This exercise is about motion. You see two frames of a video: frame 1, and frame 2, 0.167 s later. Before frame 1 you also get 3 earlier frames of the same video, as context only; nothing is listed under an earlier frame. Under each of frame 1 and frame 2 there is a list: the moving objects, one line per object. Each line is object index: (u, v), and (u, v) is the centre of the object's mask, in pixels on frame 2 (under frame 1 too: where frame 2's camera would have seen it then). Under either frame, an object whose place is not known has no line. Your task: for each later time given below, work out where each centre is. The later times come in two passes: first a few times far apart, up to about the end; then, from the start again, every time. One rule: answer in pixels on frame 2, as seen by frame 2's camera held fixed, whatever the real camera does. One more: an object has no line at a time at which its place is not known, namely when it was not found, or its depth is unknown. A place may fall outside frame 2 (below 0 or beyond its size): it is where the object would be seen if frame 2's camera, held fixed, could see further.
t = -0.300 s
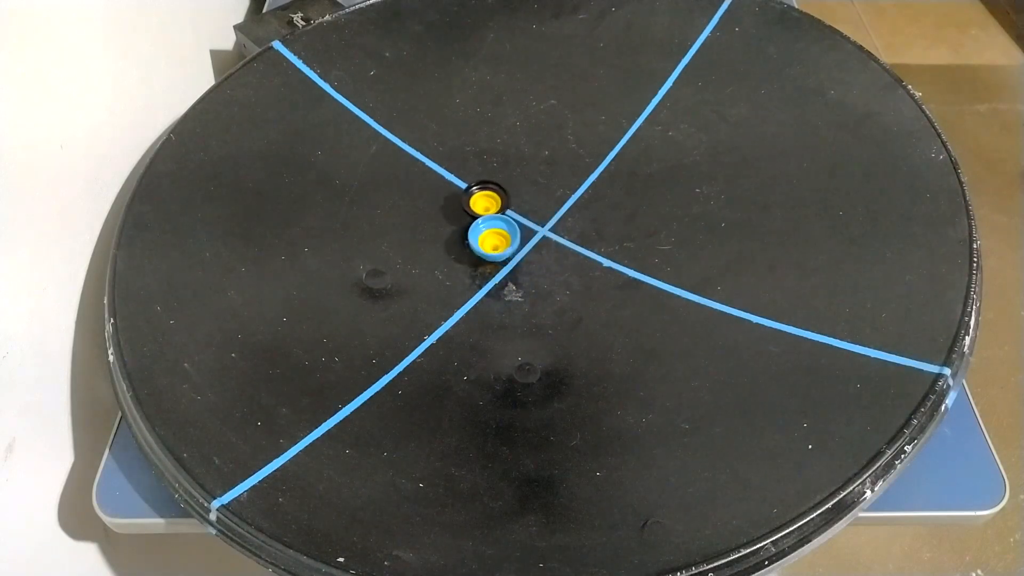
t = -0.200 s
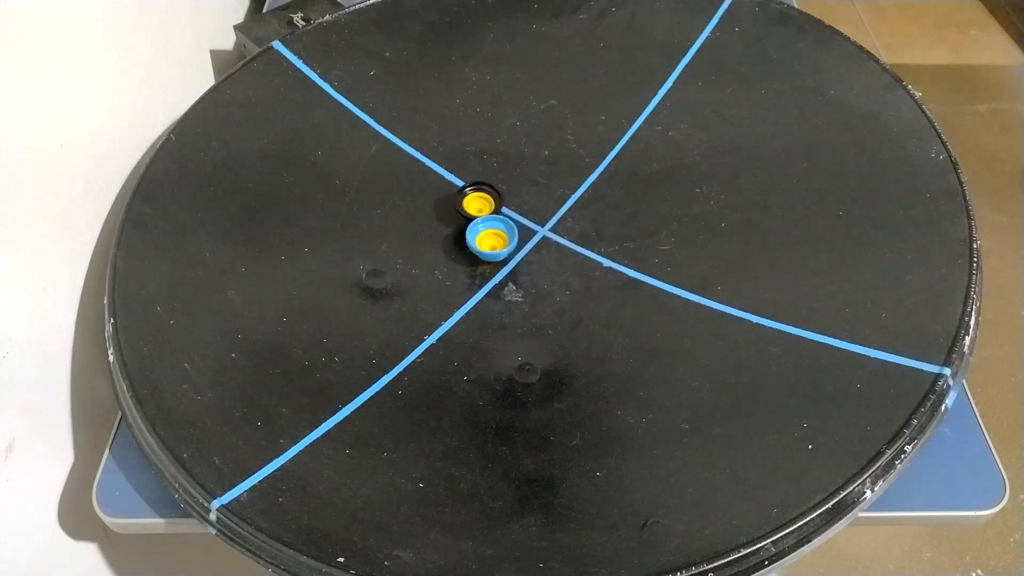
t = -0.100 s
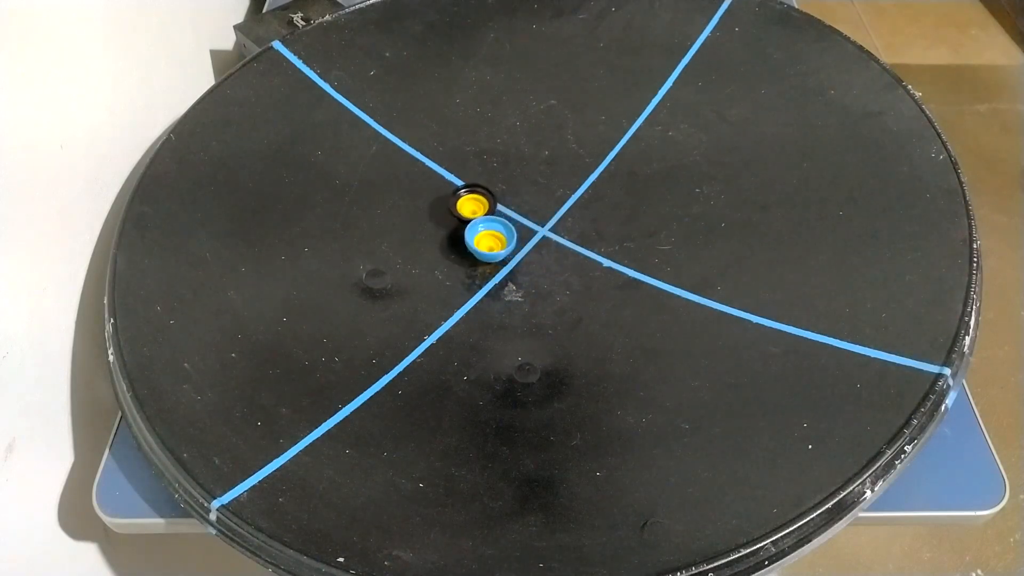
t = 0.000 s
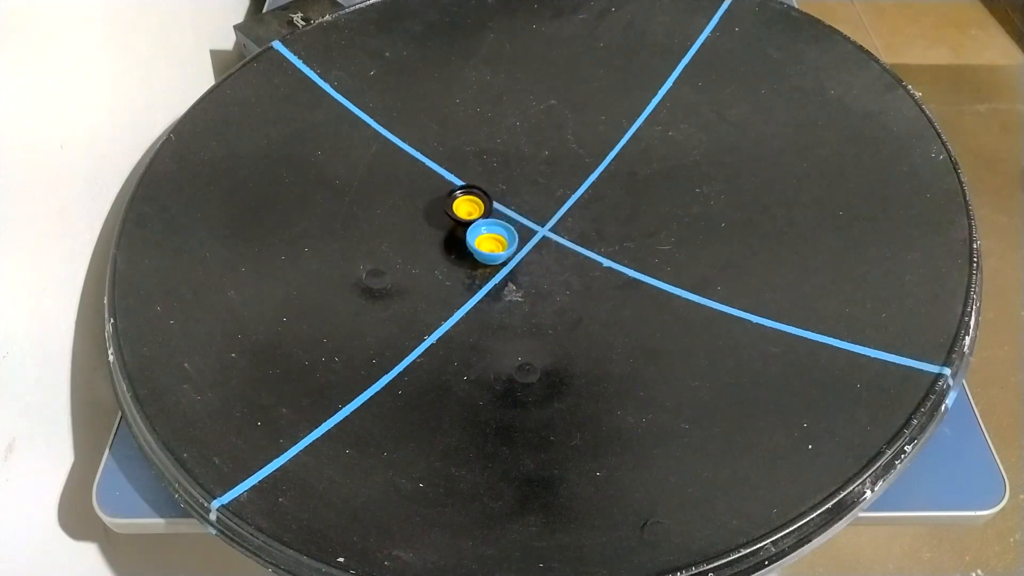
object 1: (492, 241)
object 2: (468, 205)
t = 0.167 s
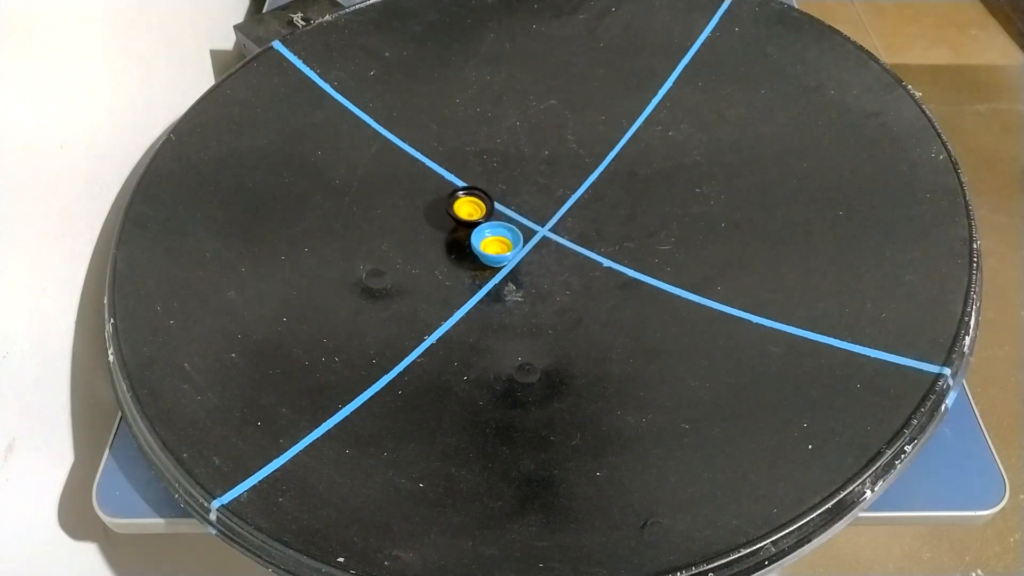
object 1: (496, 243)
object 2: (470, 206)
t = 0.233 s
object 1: (498, 243)
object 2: (472, 208)
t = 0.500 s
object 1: (510, 242)
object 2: (475, 215)
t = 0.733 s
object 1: (515, 232)
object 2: (470, 215)
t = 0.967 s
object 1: (513, 227)
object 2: (462, 218)
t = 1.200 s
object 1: (515, 227)
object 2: (452, 223)
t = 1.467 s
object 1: (517, 227)
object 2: (457, 234)
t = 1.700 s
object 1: (519, 224)
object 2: (474, 245)
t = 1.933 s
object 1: (517, 219)
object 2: (489, 257)
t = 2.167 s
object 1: (512, 222)
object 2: (512, 262)
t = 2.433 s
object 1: (511, 225)
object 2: (537, 267)
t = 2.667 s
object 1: (509, 225)
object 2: (550, 259)
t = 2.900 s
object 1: (506, 228)
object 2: (553, 248)
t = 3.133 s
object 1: (506, 231)
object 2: (560, 239)
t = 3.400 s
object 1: (507, 230)
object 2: (559, 226)
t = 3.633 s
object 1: (509, 236)
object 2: (552, 214)
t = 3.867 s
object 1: (514, 244)
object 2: (539, 206)
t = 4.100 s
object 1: (518, 235)
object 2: (521, 197)
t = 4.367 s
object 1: (514, 239)
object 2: (499, 201)
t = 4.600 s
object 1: (522, 246)
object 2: (486, 217)
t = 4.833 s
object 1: (525, 235)
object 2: (471, 233)
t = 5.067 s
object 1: (518, 240)
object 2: (469, 247)
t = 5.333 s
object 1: (532, 237)
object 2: (488, 261)
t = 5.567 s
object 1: (523, 229)
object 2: (516, 263)
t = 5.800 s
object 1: (497, 250)
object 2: (536, 265)
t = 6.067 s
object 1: (495, 289)
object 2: (548, 247)
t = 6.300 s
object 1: (501, 320)
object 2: (536, 233)
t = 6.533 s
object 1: (502, 326)
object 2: (514, 230)
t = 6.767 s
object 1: (485, 313)
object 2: (495, 240)
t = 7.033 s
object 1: (458, 307)
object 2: (495, 260)
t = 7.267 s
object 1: (464, 305)
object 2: (514, 269)
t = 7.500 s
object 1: (488, 305)
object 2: (531, 262)
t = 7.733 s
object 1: (501, 311)
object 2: (532, 245)
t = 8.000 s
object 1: (493, 306)
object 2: (514, 233)
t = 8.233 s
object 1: (475, 303)
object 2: (493, 236)
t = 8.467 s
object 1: (467, 304)
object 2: (485, 249)
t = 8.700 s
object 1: (478, 303)
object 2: (495, 261)
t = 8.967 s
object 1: (492, 305)
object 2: (517, 261)
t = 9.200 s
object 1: (491, 305)
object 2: (525, 246)
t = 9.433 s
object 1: (482, 303)
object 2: (516, 232)
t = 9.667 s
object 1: (475, 302)
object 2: (496, 228)
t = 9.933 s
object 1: (479, 303)
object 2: (480, 238)
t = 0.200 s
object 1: (497, 243)
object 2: (471, 207)
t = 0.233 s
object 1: (498, 243)
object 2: (472, 208)
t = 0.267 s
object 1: (500, 242)
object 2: (473, 210)
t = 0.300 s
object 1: (503, 243)
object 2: (474, 212)
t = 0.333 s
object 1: (507, 243)
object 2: (474, 213)
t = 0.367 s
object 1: (510, 244)
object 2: (474, 214)
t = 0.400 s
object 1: (511, 243)
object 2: (474, 214)
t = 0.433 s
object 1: (510, 243)
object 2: (474, 214)
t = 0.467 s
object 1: (510, 243)
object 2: (475, 214)
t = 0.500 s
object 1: (510, 242)
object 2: (475, 215)
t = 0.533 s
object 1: (512, 241)
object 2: (475, 215)
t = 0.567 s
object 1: (515, 239)
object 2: (475, 215)
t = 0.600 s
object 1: (516, 237)
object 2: (475, 215)
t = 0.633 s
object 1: (517, 235)
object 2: (473, 215)
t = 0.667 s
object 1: (516, 234)
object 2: (472, 216)
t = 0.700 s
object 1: (516, 233)
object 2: (471, 216)
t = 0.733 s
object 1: (515, 232)
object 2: (470, 215)
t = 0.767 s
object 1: (515, 231)
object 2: (469, 216)
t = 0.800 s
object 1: (515, 231)
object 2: (469, 216)
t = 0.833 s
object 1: (515, 229)
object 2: (468, 217)
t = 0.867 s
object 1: (515, 228)
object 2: (467, 217)
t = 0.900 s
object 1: (513, 227)
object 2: (464, 217)
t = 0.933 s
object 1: (513, 227)
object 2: (462, 218)
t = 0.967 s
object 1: (513, 227)
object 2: (462, 218)
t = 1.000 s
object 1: (511, 227)
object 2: (461, 218)
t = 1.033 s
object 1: (513, 228)
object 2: (459, 219)
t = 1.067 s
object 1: (514, 227)
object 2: (457, 219)
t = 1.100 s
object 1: (514, 227)
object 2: (455, 220)
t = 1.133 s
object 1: (513, 227)
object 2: (454, 221)
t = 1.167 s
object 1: (514, 227)
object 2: (453, 222)
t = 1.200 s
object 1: (515, 227)
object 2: (452, 223)
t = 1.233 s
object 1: (515, 227)
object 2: (452, 225)
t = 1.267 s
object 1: (515, 227)
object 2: (451, 226)
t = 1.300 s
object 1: (515, 227)
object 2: (452, 229)
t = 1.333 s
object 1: (517, 227)
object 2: (452, 230)
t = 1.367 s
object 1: (517, 226)
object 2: (453, 231)
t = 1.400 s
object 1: (516, 227)
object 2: (454, 232)
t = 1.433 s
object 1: (516, 227)
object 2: (455, 233)
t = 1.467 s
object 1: (517, 227)
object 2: (457, 234)
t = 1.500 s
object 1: (517, 226)
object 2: (460, 235)
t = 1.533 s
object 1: (517, 226)
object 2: (462, 237)
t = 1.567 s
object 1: (517, 226)
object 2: (465, 238)
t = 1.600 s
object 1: (518, 226)
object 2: (467, 240)
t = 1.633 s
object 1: (519, 225)
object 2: (470, 241)
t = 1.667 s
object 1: (519, 225)
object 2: (472, 243)
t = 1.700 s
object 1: (519, 224)
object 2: (474, 245)
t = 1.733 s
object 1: (519, 223)
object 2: (476, 247)
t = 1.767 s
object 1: (519, 222)
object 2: (478, 249)
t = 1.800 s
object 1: (519, 222)
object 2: (480, 252)
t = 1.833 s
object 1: (519, 221)
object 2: (482, 253)
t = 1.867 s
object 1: (519, 220)
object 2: (484, 255)
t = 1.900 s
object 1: (518, 219)
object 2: (487, 256)
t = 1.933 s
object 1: (517, 219)
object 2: (489, 257)
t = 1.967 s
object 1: (516, 219)
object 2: (492, 258)
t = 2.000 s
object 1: (515, 220)
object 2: (496, 259)
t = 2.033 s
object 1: (515, 220)
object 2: (499, 260)
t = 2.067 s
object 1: (515, 220)
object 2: (502, 261)
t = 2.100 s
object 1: (514, 221)
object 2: (505, 261)
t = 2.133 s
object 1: (513, 221)
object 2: (509, 262)
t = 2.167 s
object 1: (512, 222)
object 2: (512, 262)
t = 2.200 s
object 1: (511, 222)
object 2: (515, 263)
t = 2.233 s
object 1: (511, 223)
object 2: (518, 263)
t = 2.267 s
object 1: (510, 224)
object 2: (522, 265)
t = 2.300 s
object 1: (511, 225)
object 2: (525, 265)
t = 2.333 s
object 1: (511, 225)
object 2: (528, 267)
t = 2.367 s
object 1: (510, 225)
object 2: (531, 267)
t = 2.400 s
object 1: (510, 225)
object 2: (534, 268)
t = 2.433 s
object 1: (511, 225)
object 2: (537, 267)
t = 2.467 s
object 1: (511, 225)
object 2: (540, 266)
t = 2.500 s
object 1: (511, 225)
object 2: (542, 266)
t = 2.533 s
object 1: (511, 225)
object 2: (544, 265)
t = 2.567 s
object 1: (511, 225)
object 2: (546, 264)
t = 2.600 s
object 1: (511, 225)
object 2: (548, 263)
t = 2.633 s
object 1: (511, 225)
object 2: (548, 261)
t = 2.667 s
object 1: (509, 225)
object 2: (550, 259)
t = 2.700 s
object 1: (510, 226)
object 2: (551, 258)
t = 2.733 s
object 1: (511, 226)
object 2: (551, 256)
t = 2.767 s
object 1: (512, 226)
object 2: (551, 254)
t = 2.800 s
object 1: (510, 226)
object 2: (551, 252)
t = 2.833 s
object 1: (509, 227)
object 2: (550, 251)
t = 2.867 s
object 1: (507, 228)
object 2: (552, 250)
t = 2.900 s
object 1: (506, 228)
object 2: (553, 248)
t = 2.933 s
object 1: (505, 230)
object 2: (555, 247)
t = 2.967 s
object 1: (506, 231)
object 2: (555, 246)
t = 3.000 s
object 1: (507, 232)
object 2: (556, 245)
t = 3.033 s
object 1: (508, 232)
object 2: (558, 243)
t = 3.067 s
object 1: (508, 231)
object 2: (558, 242)
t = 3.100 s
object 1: (507, 231)
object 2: (558, 240)
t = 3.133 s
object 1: (506, 231)
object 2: (560, 239)
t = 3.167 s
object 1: (504, 231)
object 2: (560, 238)
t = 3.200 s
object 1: (504, 232)
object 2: (560, 236)
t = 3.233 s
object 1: (505, 232)
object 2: (561, 235)
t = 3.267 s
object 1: (508, 231)
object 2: (560, 233)
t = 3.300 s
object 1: (508, 231)
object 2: (560, 231)
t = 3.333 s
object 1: (508, 230)
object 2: (560, 229)
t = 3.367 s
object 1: (507, 230)
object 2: (560, 228)
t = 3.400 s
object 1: (507, 230)
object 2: (559, 226)
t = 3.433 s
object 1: (507, 230)
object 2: (558, 225)
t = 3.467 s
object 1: (507, 230)
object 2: (557, 223)
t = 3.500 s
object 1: (506, 231)
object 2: (557, 222)
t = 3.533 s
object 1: (506, 232)
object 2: (556, 220)
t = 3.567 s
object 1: (507, 234)
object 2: (555, 218)
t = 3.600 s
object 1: (510, 235)
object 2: (554, 216)
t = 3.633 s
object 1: (509, 236)
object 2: (552, 214)
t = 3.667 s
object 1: (507, 237)
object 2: (552, 213)
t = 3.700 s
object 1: (508, 239)
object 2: (550, 211)
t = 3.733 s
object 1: (509, 240)
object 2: (548, 209)
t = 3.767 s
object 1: (510, 242)
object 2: (547, 208)
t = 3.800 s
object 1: (511, 243)
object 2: (545, 208)
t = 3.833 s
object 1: (513, 244)
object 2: (542, 207)
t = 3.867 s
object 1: (514, 244)
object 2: (539, 206)
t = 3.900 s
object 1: (516, 244)
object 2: (536, 205)
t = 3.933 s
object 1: (518, 243)
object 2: (534, 204)
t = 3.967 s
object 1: (520, 242)
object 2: (532, 202)
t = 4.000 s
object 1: (520, 241)
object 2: (529, 201)
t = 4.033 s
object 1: (518, 240)
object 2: (527, 199)
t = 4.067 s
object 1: (517, 237)
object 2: (525, 198)
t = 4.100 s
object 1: (518, 235)
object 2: (521, 197)
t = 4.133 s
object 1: (519, 234)
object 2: (518, 196)
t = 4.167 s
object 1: (518, 235)
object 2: (516, 196)
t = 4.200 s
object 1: (517, 236)
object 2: (513, 197)
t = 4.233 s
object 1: (517, 237)
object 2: (509, 197)
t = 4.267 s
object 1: (518, 237)
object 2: (507, 198)
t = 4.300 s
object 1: (519, 238)
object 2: (504, 199)
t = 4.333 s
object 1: (517, 239)
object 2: (501, 200)
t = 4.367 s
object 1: (514, 239)
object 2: (499, 201)
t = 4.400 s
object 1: (514, 241)
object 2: (496, 203)
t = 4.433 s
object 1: (516, 242)
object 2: (494, 205)
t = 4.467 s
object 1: (519, 244)
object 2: (493, 207)
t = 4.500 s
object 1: (520, 245)
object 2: (491, 210)
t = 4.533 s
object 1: (521, 246)
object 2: (490, 212)
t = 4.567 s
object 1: (522, 246)
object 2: (488, 214)
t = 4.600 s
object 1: (522, 246)
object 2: (486, 217)
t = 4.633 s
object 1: (524, 243)
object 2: (485, 221)
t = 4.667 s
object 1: (525, 242)
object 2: (484, 223)
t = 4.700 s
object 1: (527, 240)
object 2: (481, 225)
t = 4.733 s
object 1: (527, 240)
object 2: (479, 227)
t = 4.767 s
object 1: (524, 239)
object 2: (477, 228)
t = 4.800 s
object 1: (525, 238)
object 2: (473, 231)
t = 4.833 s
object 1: (525, 235)
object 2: (471, 233)
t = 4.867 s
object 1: (523, 235)
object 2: (469, 235)
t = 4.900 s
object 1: (522, 237)
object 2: (469, 237)
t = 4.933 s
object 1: (522, 238)
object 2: (469, 238)
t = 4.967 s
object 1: (520, 238)
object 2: (468, 240)
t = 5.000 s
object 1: (516, 238)
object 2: (468, 242)
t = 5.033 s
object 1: (516, 239)
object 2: (469, 244)
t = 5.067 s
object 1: (518, 240)
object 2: (469, 247)
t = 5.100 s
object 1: (518, 241)
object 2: (470, 249)
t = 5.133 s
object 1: (520, 243)
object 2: (472, 252)
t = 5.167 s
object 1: (523, 243)
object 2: (473, 254)
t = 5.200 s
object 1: (528, 243)
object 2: (476, 256)
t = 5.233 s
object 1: (531, 243)
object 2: (479, 258)
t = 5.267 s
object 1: (533, 242)
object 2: (481, 259)
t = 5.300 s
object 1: (534, 239)
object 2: (484, 260)
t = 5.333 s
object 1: (532, 237)
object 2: (488, 261)
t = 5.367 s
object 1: (532, 235)
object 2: (492, 262)
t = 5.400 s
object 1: (533, 233)
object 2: (495, 263)
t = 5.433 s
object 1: (532, 230)
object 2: (498, 263)
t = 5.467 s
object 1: (531, 228)
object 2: (501, 262)
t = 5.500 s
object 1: (528, 228)
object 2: (506, 261)
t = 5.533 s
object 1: (526, 229)
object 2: (510, 262)
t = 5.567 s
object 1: (523, 229)
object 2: (516, 263)
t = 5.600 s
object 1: (519, 229)
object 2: (519, 264)
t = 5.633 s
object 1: (513, 230)
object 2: (522, 265)
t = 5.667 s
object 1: (507, 233)
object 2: (526, 265)
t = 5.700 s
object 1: (504, 237)
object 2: (528, 266)
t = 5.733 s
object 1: (501, 240)
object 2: (531, 266)
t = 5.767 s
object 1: (498, 245)
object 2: (534, 266)
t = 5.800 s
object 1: (497, 250)
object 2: (536, 265)
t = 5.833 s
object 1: (496, 255)
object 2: (539, 264)
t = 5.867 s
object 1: (495, 259)
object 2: (544, 260)
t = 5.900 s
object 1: (494, 264)
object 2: (545, 259)
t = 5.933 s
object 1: (494, 268)
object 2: (546, 257)
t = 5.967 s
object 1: (494, 273)
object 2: (547, 255)
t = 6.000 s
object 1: (494, 278)
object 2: (549, 251)
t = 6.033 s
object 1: (495, 283)
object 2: (549, 249)
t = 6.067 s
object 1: (495, 289)
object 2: (548, 247)
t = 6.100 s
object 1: (496, 294)
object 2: (548, 245)
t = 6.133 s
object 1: (497, 299)
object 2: (547, 242)
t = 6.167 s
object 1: (498, 304)
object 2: (545, 240)
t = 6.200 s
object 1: (498, 309)
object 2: (544, 238)
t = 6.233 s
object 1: (500, 314)
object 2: (541, 236)
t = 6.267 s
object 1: (500, 318)
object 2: (539, 234)
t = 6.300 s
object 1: (501, 320)
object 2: (536, 233)
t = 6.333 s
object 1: (501, 323)
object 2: (533, 231)
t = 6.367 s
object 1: (502, 325)
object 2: (530, 231)
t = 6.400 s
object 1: (502, 327)
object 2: (527, 230)
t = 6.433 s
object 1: (502, 328)
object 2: (523, 230)
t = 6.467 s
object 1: (502, 328)
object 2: (520, 230)
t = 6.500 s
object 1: (502, 327)
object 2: (517, 229)
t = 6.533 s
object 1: (502, 326)
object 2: (514, 230)
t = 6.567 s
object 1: (502, 325)
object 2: (510, 231)
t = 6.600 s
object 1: (501, 323)
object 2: (508, 232)
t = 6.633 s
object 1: (499, 321)
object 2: (504, 234)
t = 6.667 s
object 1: (497, 319)
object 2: (502, 235)
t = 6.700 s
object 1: (494, 317)
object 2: (499, 237)
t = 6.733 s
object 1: (489, 315)
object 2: (497, 239)
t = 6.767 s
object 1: (485, 313)
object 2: (495, 240)
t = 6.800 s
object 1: (480, 311)
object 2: (494, 243)
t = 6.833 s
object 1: (475, 309)
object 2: (492, 245)
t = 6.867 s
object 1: (470, 307)
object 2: (492, 248)
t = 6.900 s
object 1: (466, 306)
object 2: (491, 250)
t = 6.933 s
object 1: (463, 306)
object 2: (492, 253)
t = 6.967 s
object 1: (461, 306)
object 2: (492, 255)
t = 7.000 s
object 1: (459, 307)
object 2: (493, 257)
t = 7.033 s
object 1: (458, 307)
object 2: (495, 260)
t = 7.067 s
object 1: (457, 308)
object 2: (497, 262)
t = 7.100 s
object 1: (457, 308)
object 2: (499, 263)
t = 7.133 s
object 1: (457, 308)
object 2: (502, 265)
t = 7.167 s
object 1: (458, 307)
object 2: (504, 266)
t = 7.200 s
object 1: (460, 307)
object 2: (508, 268)
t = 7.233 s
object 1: (462, 306)
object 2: (511, 268)
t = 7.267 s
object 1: (464, 305)
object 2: (514, 269)
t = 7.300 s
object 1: (467, 305)
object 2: (518, 269)
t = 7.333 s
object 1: (470, 304)
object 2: (520, 268)
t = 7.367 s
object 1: (474, 304)
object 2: (523, 267)
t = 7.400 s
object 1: (478, 304)
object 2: (526, 266)
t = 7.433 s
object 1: (481, 304)
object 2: (528, 265)
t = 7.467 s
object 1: (485, 304)
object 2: (530, 264)
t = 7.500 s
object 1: (488, 305)
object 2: (531, 262)
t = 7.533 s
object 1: (491, 306)
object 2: (533, 259)
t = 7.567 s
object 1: (494, 307)
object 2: (534, 257)
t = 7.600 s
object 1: (496, 308)
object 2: (535, 254)
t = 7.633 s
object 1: (498, 309)
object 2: (535, 252)
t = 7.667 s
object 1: (500, 310)
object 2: (534, 250)
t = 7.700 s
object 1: (500, 310)
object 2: (534, 247)
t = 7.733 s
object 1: (501, 311)
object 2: (532, 245)
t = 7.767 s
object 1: (501, 311)
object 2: (531, 242)
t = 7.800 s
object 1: (501, 311)
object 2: (530, 241)
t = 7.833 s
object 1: (501, 311)
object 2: (527, 239)
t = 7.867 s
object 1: (500, 310)
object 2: (525, 237)
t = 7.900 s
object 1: (499, 309)
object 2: (523, 236)
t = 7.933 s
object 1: (497, 308)
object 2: (520, 234)
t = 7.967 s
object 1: (496, 307)
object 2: (517, 234)
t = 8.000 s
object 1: (493, 306)
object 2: (514, 233)
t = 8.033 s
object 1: (491, 305)
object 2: (512, 233)
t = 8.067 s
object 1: (488, 305)
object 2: (509, 232)
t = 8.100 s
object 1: (485, 304)
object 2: (506, 232)
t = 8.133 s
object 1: (483, 304)
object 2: (502, 233)
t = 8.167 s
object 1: (480, 303)
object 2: (499, 234)
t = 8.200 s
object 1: (477, 303)
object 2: (496, 235)
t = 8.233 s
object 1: (475, 303)
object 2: (493, 236)
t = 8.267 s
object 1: (472, 303)
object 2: (492, 238)
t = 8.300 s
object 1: (470, 303)
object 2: (489, 239)
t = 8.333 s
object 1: (469, 303)
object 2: (488, 241)
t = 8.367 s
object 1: (468, 304)
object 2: (486, 243)
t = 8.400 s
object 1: (467, 304)
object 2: (485, 245)
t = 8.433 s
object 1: (467, 304)
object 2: (485, 247)
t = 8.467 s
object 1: (467, 304)
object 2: (485, 249)
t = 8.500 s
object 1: (468, 303)
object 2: (485, 251)
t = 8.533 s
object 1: (469, 303)
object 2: (485, 253)
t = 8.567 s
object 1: (470, 303)
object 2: (486, 255)
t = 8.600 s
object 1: (472, 303)
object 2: (488, 257)
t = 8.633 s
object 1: (473, 303)
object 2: (490, 258)
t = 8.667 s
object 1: (475, 303)
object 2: (493, 260)
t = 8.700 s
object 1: (478, 303)
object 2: (495, 261)
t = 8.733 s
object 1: (480, 303)
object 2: (497, 263)
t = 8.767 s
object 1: (482, 303)
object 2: (500, 263)
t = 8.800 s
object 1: (484, 303)
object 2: (503, 264)
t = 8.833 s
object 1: (486, 304)
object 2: (507, 264)
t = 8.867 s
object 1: (488, 304)
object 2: (509, 263)
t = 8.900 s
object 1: (489, 304)
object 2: (512, 263)
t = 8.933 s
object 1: (491, 305)
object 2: (515, 262)
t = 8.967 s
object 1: (492, 305)
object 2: (517, 261)
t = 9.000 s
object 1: (493, 305)
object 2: (520, 259)
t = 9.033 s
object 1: (493, 306)
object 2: (521, 257)
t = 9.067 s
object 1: (493, 306)
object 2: (523, 255)
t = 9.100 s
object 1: (493, 306)
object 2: (524, 253)
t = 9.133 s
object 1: (493, 306)
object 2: (525, 251)
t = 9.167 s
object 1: (492, 305)
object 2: (525, 248)
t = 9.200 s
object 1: (491, 305)
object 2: (525, 246)
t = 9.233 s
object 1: (490, 305)
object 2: (525, 244)
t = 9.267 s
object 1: (489, 304)
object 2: (524, 242)
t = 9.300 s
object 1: (488, 304)
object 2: (523, 239)
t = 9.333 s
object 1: (487, 304)
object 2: (522, 237)
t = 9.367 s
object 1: (485, 303)
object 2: (520, 235)
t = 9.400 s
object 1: (484, 303)
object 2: (518, 234)
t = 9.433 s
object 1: (482, 303)
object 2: (516, 232)
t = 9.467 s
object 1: (481, 303)
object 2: (514, 231)
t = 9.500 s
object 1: (480, 303)
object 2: (511, 230)
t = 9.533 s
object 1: (478, 303)
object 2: (509, 229)
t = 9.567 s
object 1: (477, 303)
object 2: (506, 229)
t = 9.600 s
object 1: (476, 303)
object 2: (502, 228)
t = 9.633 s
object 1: (476, 303)
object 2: (499, 228)
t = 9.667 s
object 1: (475, 302)
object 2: (496, 228)
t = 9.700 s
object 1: (475, 302)
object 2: (493, 228)
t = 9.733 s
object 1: (475, 303)
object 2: (490, 229)
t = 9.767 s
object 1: (475, 303)
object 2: (488, 229)
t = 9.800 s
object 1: (476, 303)
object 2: (486, 231)
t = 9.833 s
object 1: (476, 303)
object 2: (484, 232)
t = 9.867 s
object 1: (477, 303)
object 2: (482, 234)
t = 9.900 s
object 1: (478, 303)
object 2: (481, 236)
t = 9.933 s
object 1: (479, 303)
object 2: (480, 238)
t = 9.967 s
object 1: (480, 303)
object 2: (479, 240)
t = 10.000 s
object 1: (481, 303)
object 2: (479, 242)
